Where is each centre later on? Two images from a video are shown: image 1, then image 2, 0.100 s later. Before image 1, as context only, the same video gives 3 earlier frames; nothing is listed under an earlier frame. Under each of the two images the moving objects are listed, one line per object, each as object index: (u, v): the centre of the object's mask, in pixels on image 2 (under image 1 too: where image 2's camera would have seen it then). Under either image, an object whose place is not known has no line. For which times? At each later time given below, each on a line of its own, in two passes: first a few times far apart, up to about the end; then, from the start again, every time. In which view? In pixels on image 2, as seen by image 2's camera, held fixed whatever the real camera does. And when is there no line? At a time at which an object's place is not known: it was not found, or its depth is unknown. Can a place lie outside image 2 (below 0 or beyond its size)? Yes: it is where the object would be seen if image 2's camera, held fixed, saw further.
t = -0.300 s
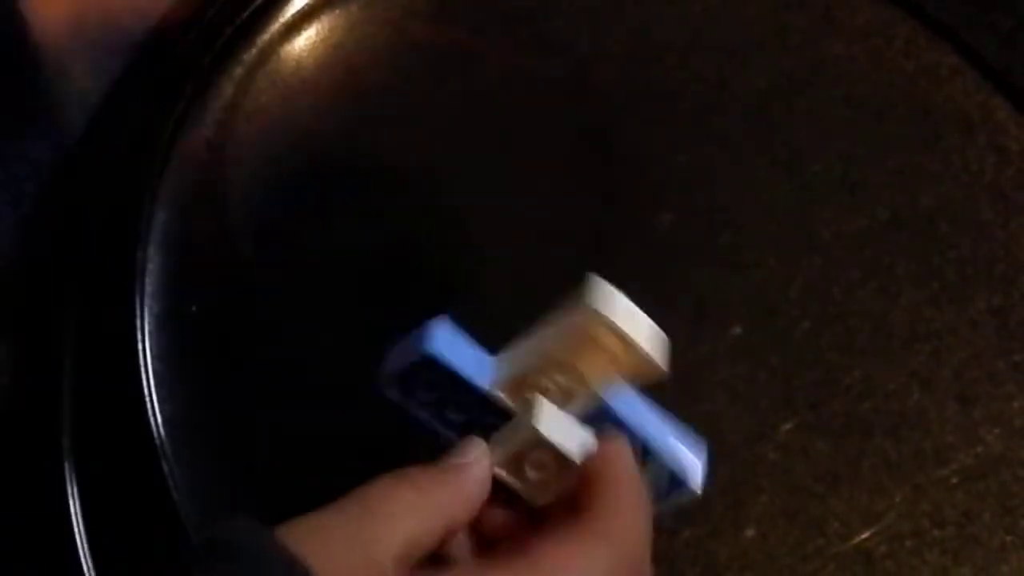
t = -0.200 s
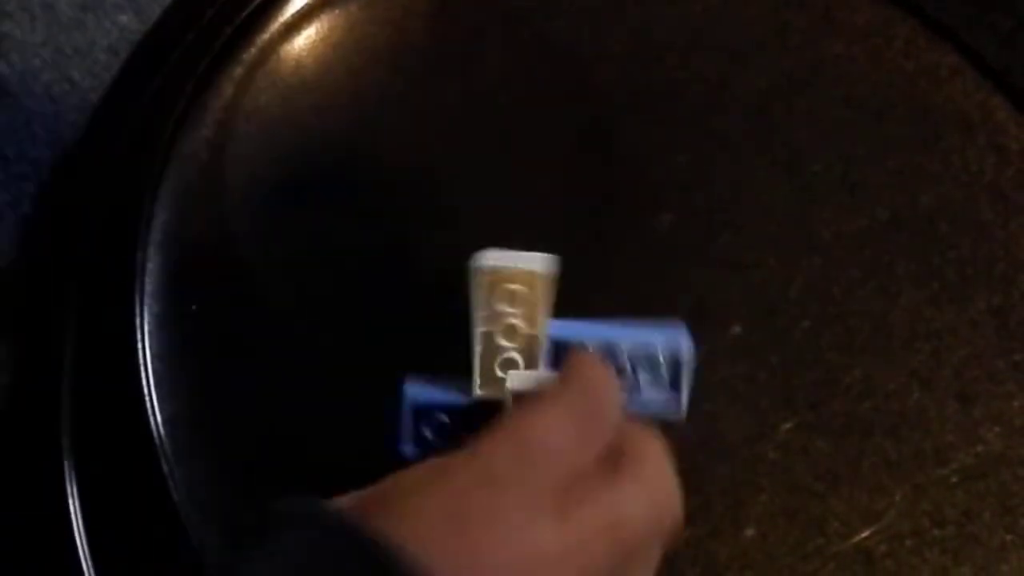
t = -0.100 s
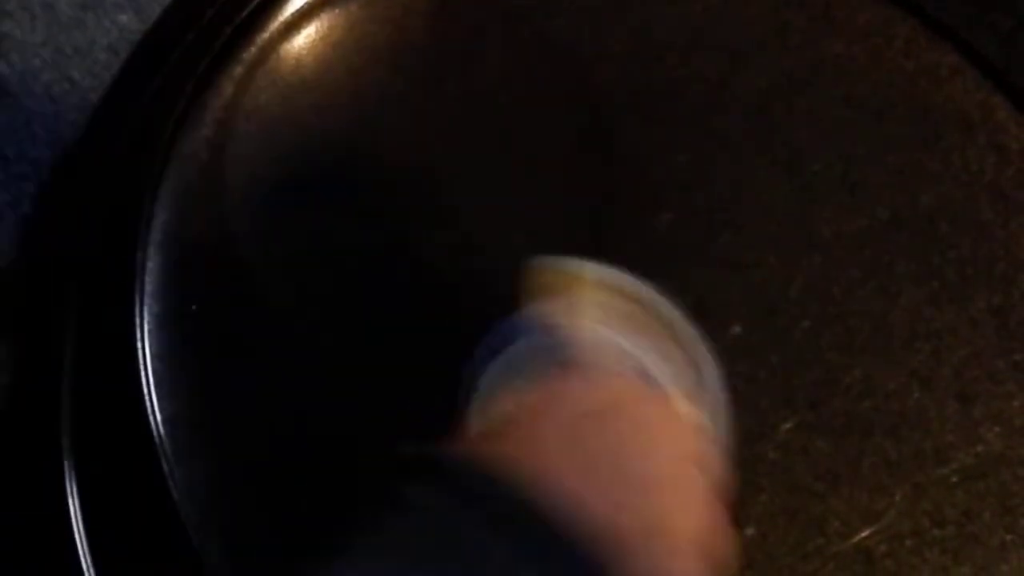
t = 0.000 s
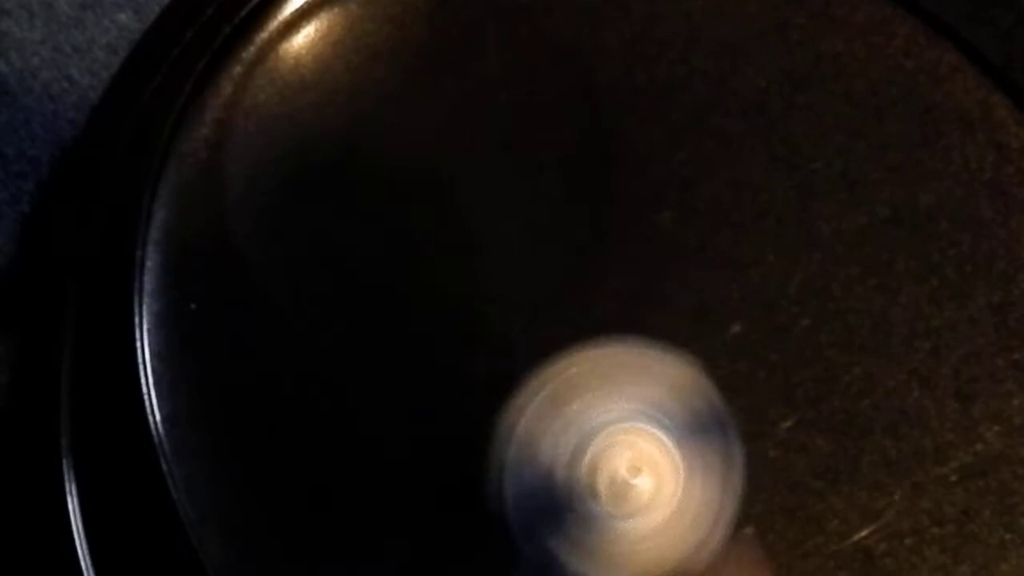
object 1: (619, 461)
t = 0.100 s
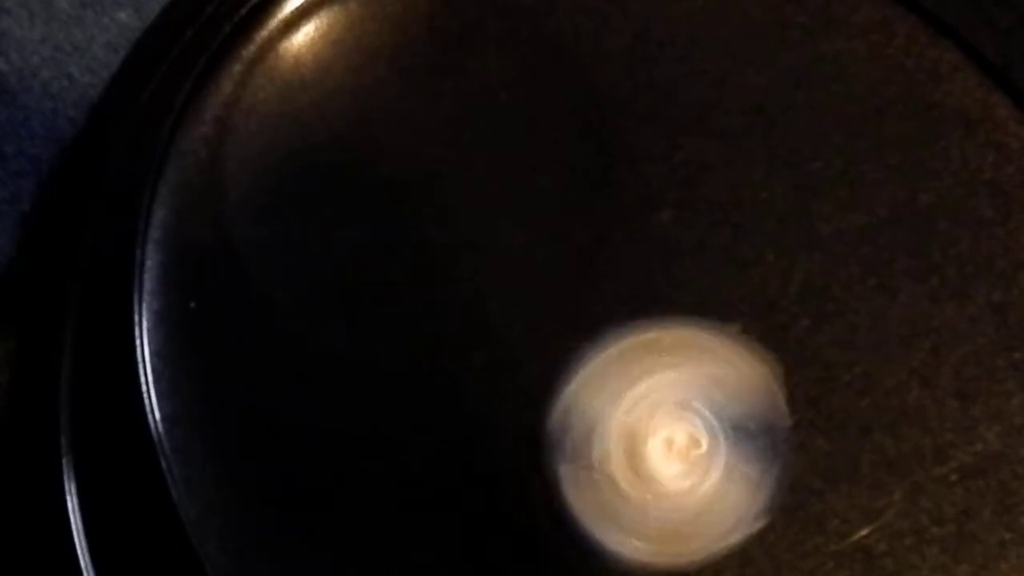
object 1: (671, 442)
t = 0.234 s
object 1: (707, 363)
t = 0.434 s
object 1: (724, 270)
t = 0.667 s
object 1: (776, 174)
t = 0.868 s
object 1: (765, 106)
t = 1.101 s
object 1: (686, 70)
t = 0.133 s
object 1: (687, 425)
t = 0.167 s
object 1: (698, 406)
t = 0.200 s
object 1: (705, 387)
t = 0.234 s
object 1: (707, 363)
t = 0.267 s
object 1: (705, 343)
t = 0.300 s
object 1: (700, 327)
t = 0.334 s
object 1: (698, 312)
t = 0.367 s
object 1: (702, 299)
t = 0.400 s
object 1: (712, 286)
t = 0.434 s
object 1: (724, 270)
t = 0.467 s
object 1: (736, 255)
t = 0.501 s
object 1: (747, 240)
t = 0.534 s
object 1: (754, 229)
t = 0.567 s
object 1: (761, 214)
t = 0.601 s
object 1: (767, 202)
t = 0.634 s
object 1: (773, 189)
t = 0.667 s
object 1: (776, 174)
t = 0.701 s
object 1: (776, 160)
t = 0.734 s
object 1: (776, 148)
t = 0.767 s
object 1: (775, 136)
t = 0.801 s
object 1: (774, 124)
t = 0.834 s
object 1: (770, 116)
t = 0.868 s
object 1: (765, 106)
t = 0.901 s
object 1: (757, 99)
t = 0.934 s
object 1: (748, 93)
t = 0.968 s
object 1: (740, 87)
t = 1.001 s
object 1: (729, 82)
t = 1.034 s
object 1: (717, 76)
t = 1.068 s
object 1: (700, 72)
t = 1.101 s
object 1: (686, 70)
